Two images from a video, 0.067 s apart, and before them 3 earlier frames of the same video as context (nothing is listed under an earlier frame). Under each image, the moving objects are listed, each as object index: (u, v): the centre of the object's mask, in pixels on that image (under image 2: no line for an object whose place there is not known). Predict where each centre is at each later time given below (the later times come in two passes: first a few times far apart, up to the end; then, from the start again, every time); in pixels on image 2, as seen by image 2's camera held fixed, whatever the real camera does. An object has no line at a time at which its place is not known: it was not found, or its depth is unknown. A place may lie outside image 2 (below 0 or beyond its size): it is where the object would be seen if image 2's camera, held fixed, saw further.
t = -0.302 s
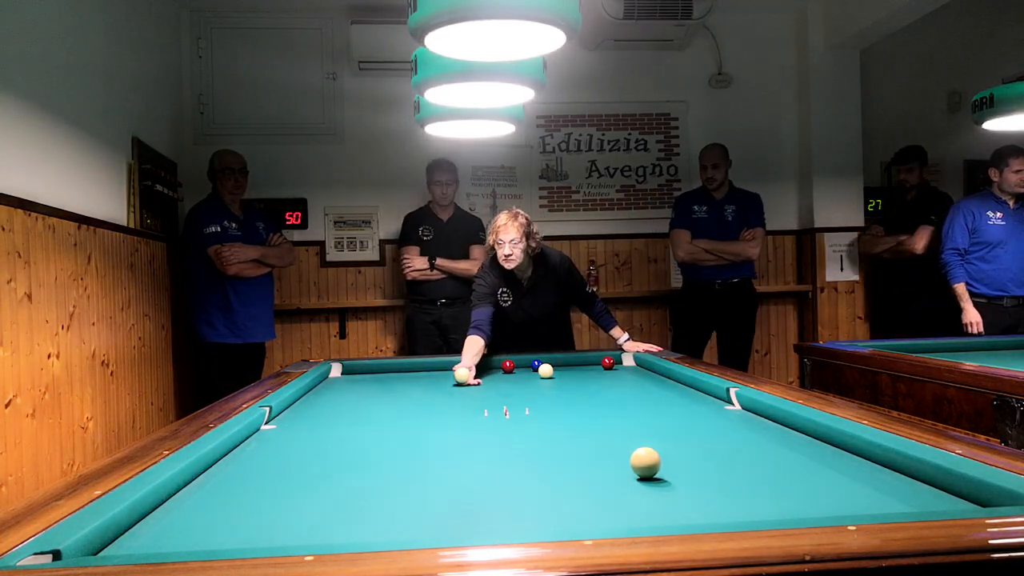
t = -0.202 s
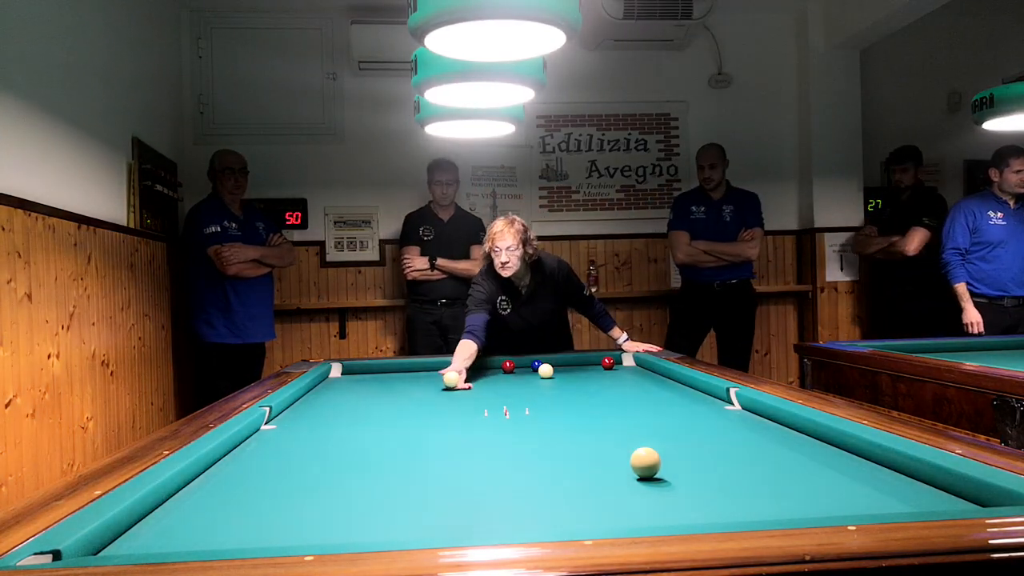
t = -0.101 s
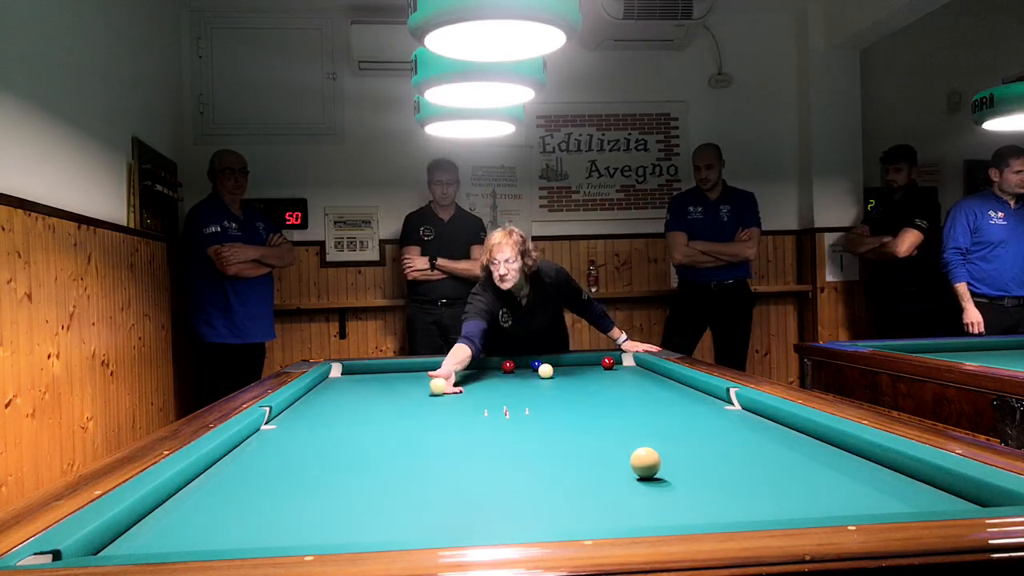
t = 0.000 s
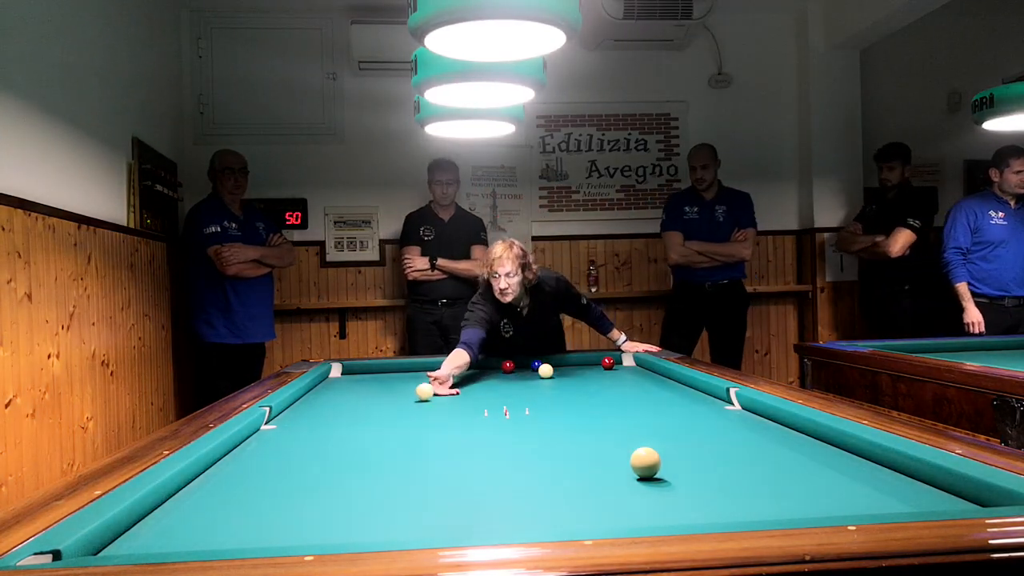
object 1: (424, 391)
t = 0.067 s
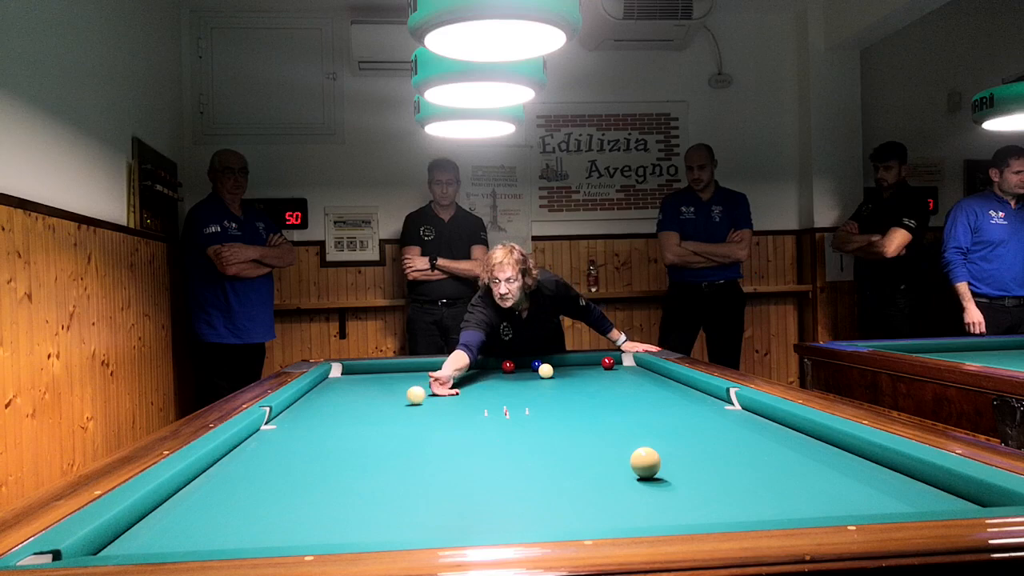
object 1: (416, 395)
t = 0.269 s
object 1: (388, 405)
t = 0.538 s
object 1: (342, 422)
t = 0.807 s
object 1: (284, 444)
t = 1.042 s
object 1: (220, 467)
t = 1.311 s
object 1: (199, 497)
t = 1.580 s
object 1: (184, 533)
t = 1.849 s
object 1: (202, 540)
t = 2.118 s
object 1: (257, 519)
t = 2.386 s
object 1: (300, 496)
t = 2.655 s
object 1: (335, 477)
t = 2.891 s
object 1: (360, 463)
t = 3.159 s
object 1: (385, 449)
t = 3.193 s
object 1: (387, 448)
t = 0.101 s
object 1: (411, 396)
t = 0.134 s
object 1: (407, 398)
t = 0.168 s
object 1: (402, 400)
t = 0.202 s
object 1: (397, 402)
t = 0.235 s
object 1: (393, 404)
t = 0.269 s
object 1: (388, 405)
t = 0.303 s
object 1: (383, 408)
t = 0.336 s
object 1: (377, 409)
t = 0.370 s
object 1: (372, 411)
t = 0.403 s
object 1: (366, 413)
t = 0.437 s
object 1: (360, 416)
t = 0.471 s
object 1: (355, 417)
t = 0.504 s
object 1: (348, 420)
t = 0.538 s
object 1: (342, 422)
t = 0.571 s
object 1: (336, 425)
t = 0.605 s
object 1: (329, 427)
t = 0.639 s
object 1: (322, 430)
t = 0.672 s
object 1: (315, 432)
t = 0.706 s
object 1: (308, 435)
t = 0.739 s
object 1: (301, 438)
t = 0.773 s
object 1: (292, 441)
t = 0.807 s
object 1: (284, 444)
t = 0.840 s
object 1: (276, 447)
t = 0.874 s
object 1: (267, 450)
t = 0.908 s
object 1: (258, 453)
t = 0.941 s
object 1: (249, 456)
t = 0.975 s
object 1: (240, 460)
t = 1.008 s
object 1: (229, 464)
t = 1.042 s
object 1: (220, 467)
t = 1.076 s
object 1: (208, 471)
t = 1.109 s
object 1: (205, 475)
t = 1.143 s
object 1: (205, 479)
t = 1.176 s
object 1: (205, 482)
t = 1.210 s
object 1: (203, 485)
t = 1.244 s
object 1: (202, 489)
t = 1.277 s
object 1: (201, 493)
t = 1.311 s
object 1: (199, 497)
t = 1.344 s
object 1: (197, 501)
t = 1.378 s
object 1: (195, 505)
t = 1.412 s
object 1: (194, 510)
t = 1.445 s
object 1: (192, 515)
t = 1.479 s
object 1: (190, 520)
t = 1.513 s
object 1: (188, 525)
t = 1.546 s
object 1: (186, 530)
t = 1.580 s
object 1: (184, 533)
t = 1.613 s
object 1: (182, 536)
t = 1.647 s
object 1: (179, 539)
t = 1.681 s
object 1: (177, 542)
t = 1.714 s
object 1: (175, 545)
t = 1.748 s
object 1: (175, 548)
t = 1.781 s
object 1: (184, 545)
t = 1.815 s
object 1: (194, 542)
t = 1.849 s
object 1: (202, 540)
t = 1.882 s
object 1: (210, 537)
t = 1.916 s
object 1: (217, 535)
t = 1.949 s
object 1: (224, 533)
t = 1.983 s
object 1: (231, 531)
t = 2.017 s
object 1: (238, 528)
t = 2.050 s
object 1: (244, 526)
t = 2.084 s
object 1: (250, 523)
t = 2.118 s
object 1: (257, 519)
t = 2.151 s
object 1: (263, 516)
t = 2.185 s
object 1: (268, 513)
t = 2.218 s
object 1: (274, 510)
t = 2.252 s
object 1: (279, 506)
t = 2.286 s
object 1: (285, 504)
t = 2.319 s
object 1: (290, 501)
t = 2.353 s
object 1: (295, 498)
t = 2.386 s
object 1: (300, 496)
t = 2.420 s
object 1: (305, 493)
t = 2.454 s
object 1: (309, 490)
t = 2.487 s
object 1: (314, 488)
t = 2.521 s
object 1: (318, 486)
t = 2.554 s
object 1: (323, 483)
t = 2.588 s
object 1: (327, 481)
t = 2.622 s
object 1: (331, 479)
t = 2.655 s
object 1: (335, 477)
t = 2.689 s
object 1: (339, 475)
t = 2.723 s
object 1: (343, 472)
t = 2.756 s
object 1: (347, 471)
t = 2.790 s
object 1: (350, 468)
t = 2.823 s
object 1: (354, 466)
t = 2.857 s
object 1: (357, 465)
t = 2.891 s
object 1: (360, 463)
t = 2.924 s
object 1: (364, 461)
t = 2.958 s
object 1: (367, 459)
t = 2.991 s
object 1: (370, 457)
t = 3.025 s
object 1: (373, 456)
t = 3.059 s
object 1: (376, 454)
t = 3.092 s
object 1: (379, 452)
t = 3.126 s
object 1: (382, 451)
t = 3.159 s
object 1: (385, 449)
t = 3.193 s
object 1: (387, 448)
